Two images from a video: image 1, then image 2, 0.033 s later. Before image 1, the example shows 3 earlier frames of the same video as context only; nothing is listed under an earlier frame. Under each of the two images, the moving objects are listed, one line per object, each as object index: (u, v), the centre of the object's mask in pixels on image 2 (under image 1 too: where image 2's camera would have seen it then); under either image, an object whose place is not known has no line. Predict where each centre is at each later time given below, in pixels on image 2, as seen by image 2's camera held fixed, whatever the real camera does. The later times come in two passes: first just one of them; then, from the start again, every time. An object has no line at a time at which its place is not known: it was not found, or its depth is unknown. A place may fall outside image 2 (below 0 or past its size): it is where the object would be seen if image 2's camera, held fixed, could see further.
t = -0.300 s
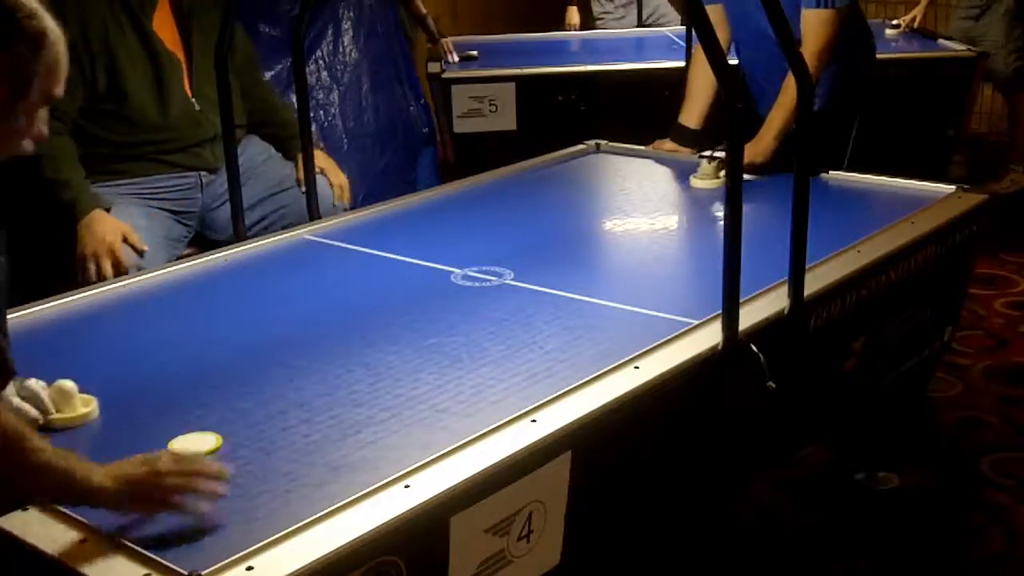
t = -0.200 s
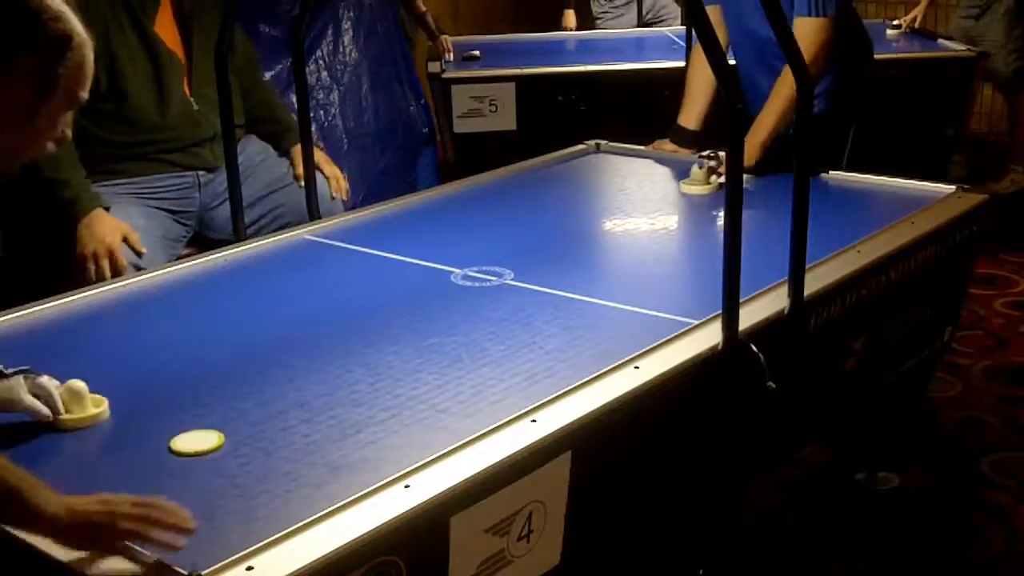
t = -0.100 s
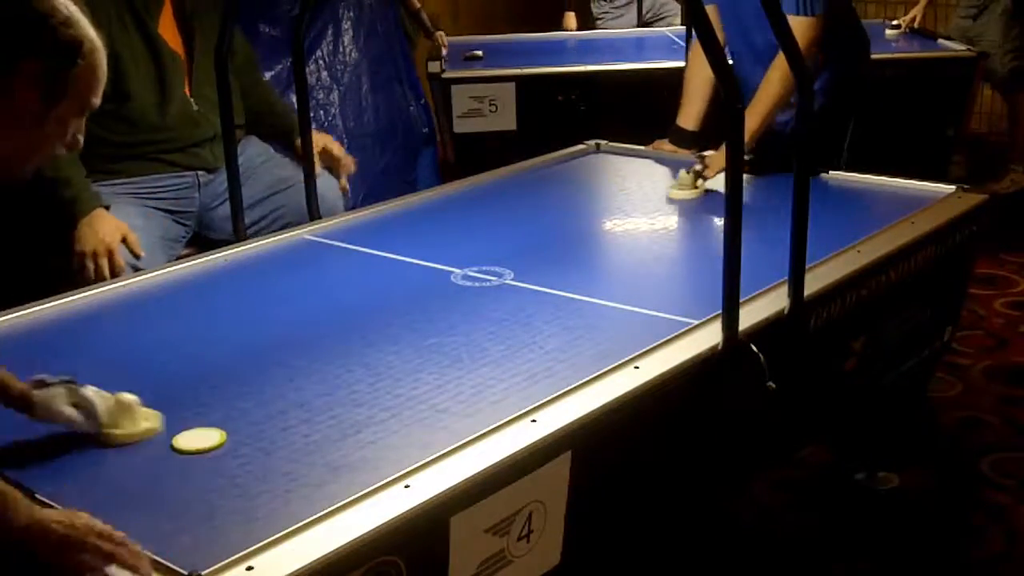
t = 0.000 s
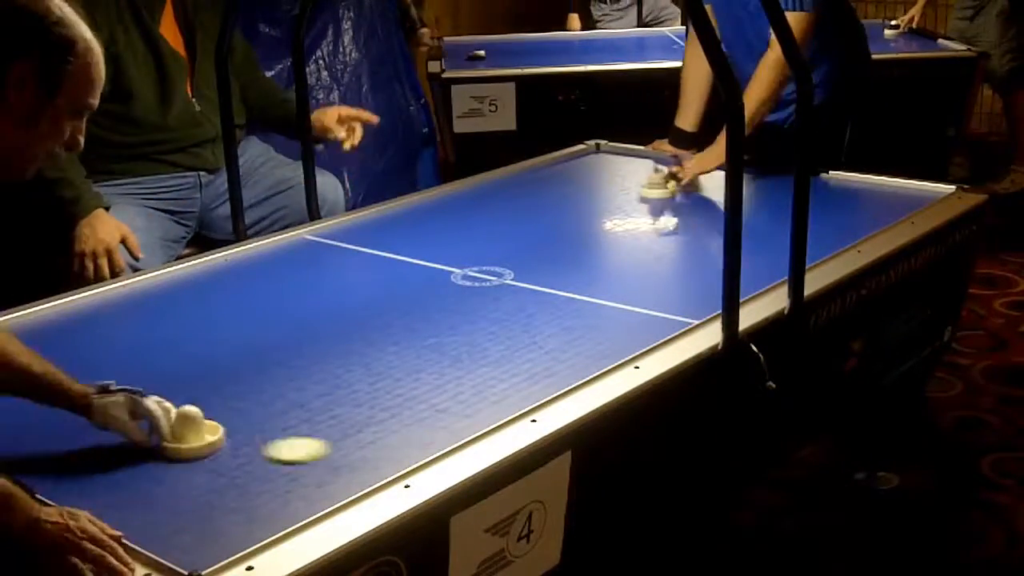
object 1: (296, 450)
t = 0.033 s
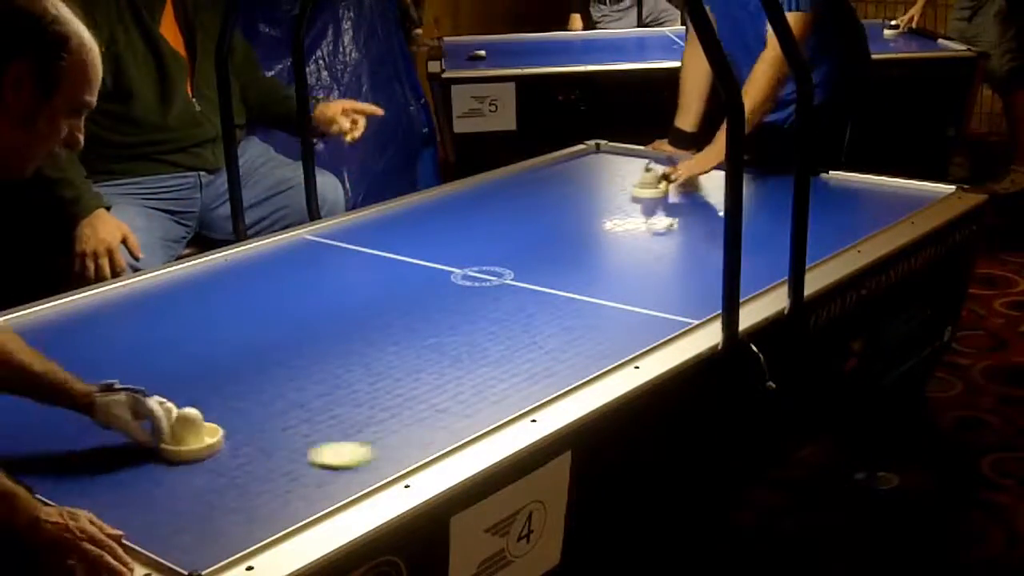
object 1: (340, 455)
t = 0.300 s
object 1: (280, 389)
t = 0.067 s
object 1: (386, 459)
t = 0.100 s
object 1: (392, 454)
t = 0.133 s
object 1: (371, 442)
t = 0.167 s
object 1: (352, 431)
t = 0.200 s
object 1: (332, 420)
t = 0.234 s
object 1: (314, 409)
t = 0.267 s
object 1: (297, 399)
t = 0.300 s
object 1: (280, 389)
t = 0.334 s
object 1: (263, 380)
